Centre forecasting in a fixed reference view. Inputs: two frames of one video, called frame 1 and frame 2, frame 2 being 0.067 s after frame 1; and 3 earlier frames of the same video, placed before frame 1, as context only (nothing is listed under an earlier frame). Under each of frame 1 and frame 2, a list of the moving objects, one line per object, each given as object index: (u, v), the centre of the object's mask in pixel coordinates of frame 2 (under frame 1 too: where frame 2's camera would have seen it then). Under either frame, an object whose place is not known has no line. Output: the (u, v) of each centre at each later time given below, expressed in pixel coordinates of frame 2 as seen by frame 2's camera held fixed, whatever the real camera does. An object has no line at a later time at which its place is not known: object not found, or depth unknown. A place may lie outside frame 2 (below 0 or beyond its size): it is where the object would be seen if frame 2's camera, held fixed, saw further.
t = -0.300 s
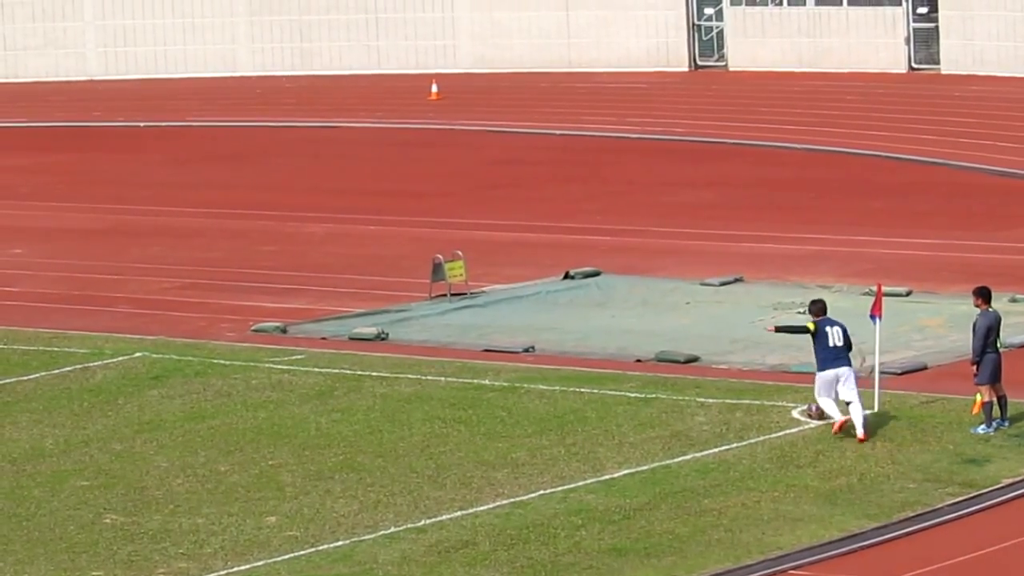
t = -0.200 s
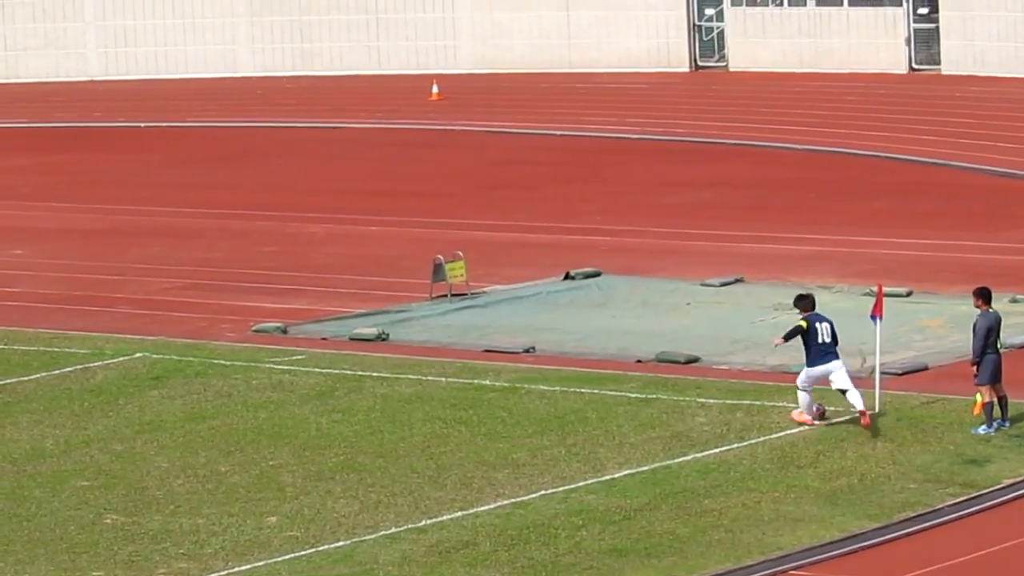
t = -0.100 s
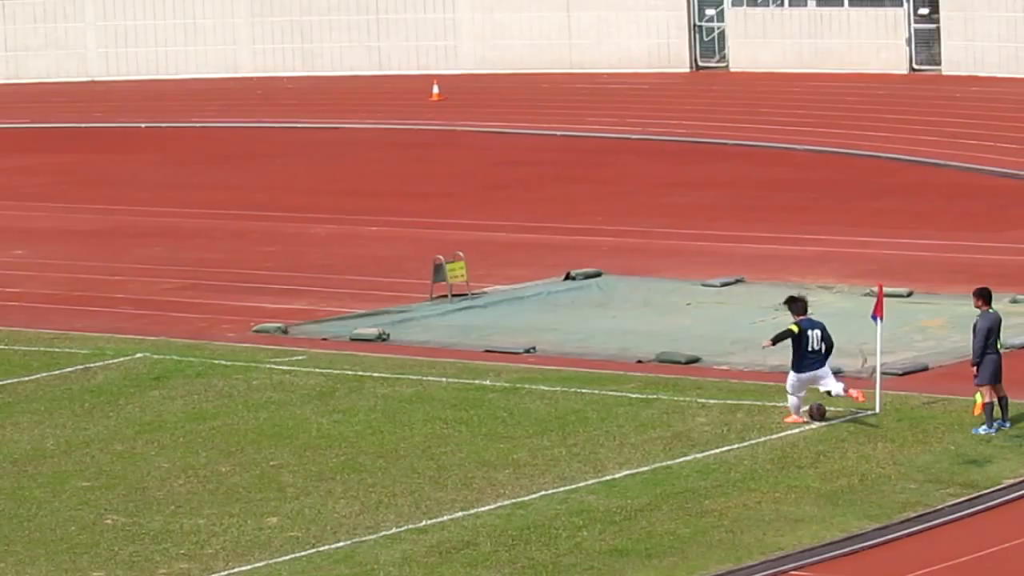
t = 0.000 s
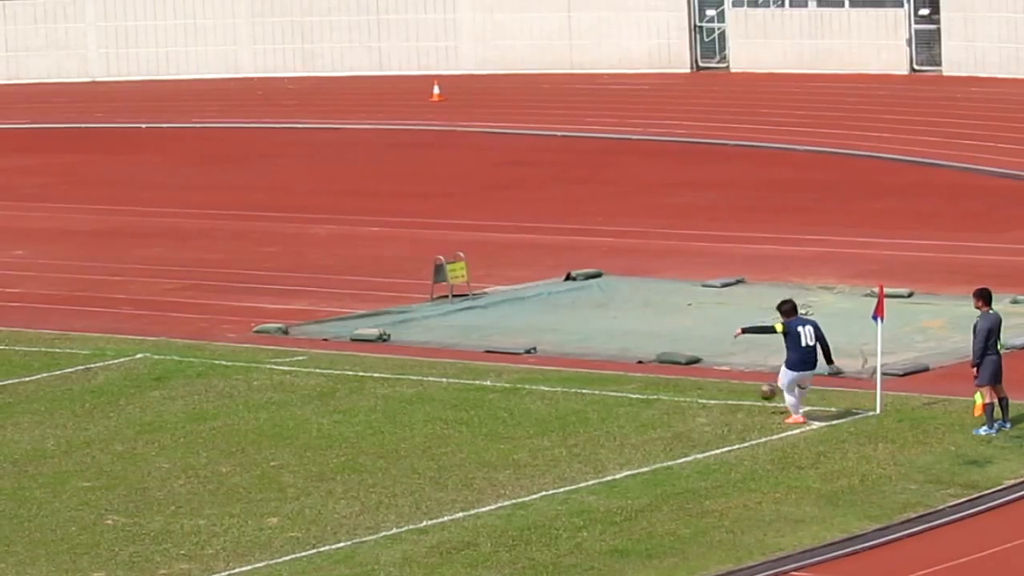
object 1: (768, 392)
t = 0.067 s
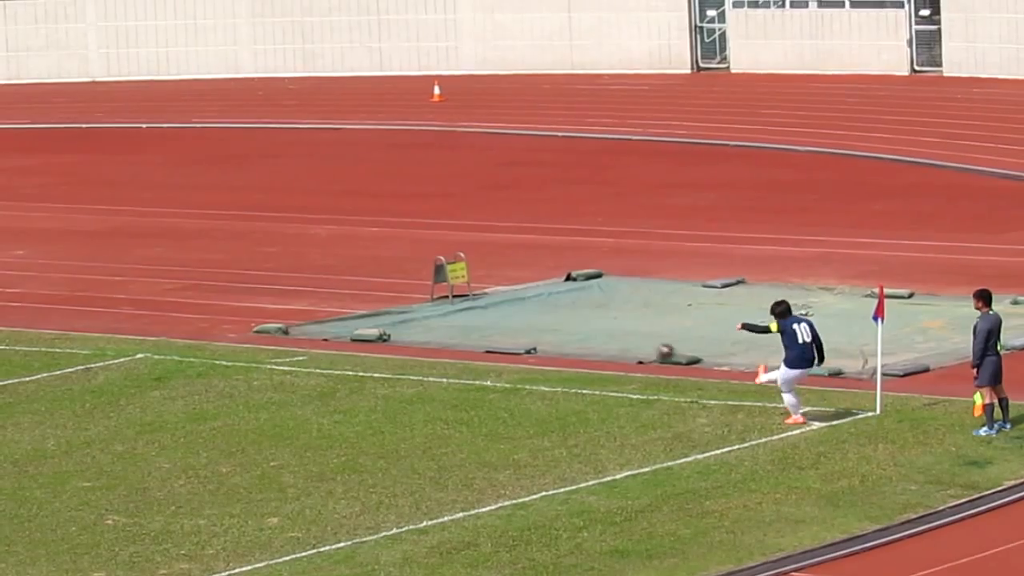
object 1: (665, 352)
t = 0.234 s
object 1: (425, 273)
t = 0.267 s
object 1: (379, 262)
